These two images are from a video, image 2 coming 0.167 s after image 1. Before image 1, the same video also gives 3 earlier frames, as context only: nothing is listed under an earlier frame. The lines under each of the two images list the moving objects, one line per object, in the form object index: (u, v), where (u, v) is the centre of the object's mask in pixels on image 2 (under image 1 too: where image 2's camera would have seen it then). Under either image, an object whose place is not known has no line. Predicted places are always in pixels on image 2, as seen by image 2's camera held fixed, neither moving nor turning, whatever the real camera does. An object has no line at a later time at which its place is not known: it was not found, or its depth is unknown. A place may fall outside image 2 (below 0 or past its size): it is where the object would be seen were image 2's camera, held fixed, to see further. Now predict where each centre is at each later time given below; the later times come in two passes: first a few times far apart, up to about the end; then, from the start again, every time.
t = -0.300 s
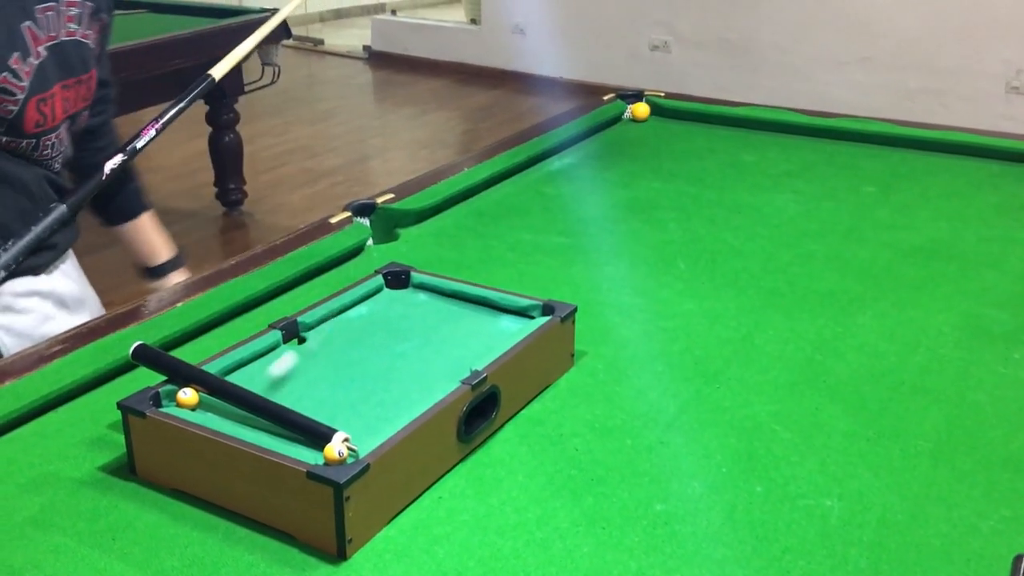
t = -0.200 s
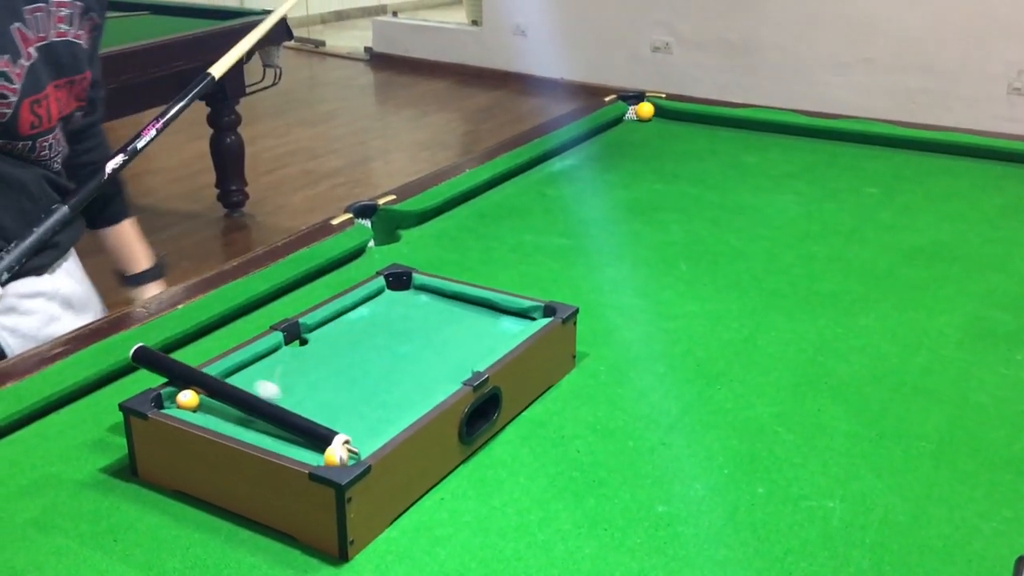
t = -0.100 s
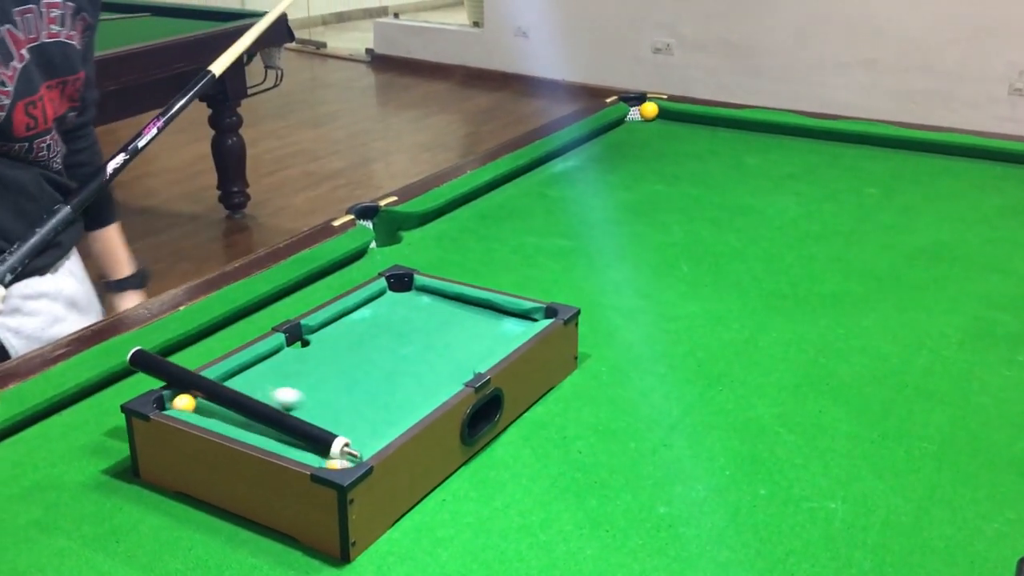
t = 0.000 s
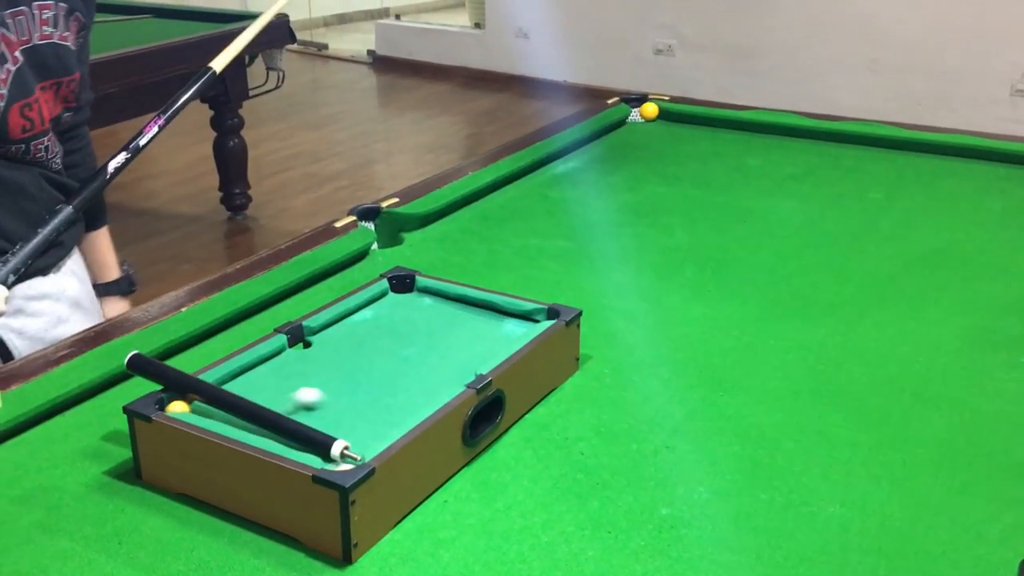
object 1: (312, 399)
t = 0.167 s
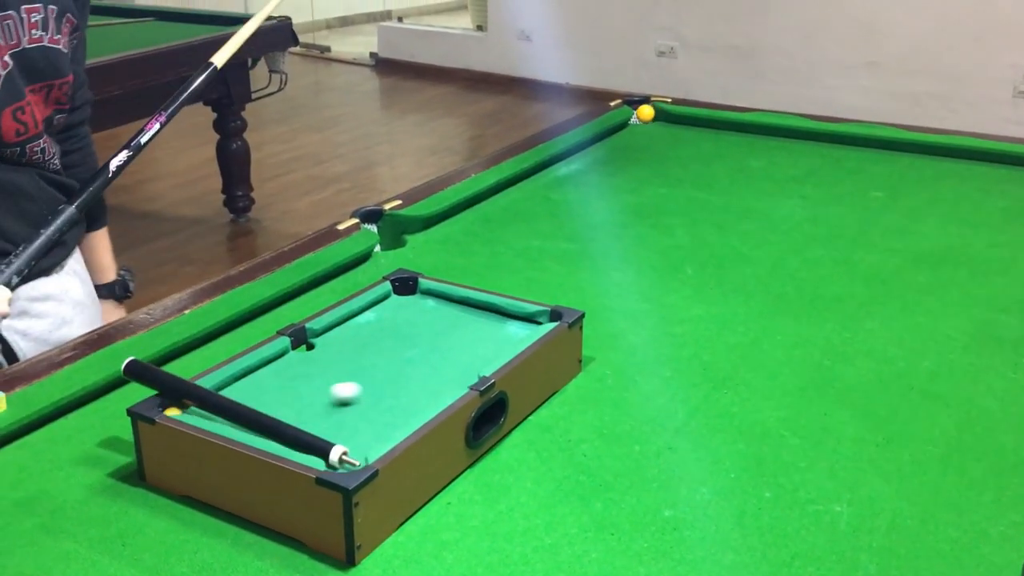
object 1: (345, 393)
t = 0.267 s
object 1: (367, 388)
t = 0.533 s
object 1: (421, 376)
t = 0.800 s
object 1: (469, 365)
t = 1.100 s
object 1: (488, 350)
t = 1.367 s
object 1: (498, 337)
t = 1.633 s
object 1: (507, 324)
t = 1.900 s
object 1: (506, 317)
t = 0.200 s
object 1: (352, 391)
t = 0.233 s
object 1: (360, 389)
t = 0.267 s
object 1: (367, 388)
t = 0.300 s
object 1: (374, 386)
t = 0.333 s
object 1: (381, 385)
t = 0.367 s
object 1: (387, 383)
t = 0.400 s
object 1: (394, 382)
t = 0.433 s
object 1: (401, 381)
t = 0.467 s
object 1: (408, 379)
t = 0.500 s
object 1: (414, 378)
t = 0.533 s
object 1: (421, 376)
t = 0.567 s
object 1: (427, 375)
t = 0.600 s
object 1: (433, 373)
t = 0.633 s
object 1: (440, 372)
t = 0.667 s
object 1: (446, 371)
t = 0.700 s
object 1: (452, 369)
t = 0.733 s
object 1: (458, 368)
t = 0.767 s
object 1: (464, 367)
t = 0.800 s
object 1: (469, 365)
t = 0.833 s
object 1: (473, 363)
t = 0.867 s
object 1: (478, 362)
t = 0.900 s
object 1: (481, 360)
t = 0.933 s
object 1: (483, 358)
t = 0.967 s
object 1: (484, 357)
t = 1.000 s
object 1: (484, 355)
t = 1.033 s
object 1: (486, 354)
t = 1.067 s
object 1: (487, 352)
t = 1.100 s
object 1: (488, 350)
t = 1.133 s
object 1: (489, 349)
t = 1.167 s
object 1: (491, 347)
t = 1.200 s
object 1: (492, 345)
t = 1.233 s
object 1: (493, 344)
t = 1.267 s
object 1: (494, 342)
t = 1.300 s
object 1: (495, 340)
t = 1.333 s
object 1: (497, 339)
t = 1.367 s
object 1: (498, 337)
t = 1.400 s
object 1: (499, 335)
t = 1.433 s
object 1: (500, 334)
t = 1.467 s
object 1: (501, 332)
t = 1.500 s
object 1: (502, 330)
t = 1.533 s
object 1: (503, 329)
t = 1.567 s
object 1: (504, 327)
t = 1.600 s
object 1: (506, 325)
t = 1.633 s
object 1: (507, 324)
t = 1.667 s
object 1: (508, 323)
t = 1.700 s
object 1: (509, 321)
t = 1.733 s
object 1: (510, 319)
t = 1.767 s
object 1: (511, 318)
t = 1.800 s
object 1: (510, 317)
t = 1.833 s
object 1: (509, 317)
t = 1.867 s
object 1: (508, 316)
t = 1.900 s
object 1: (506, 317)
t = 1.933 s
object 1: (504, 318)
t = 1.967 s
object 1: (502, 319)
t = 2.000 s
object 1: (500, 320)
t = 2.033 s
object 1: (499, 320)
